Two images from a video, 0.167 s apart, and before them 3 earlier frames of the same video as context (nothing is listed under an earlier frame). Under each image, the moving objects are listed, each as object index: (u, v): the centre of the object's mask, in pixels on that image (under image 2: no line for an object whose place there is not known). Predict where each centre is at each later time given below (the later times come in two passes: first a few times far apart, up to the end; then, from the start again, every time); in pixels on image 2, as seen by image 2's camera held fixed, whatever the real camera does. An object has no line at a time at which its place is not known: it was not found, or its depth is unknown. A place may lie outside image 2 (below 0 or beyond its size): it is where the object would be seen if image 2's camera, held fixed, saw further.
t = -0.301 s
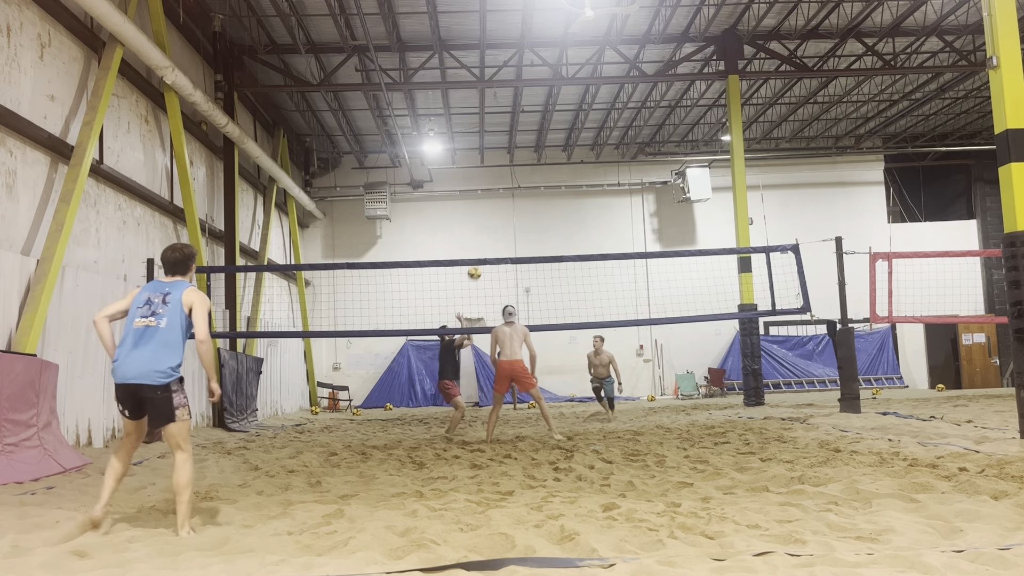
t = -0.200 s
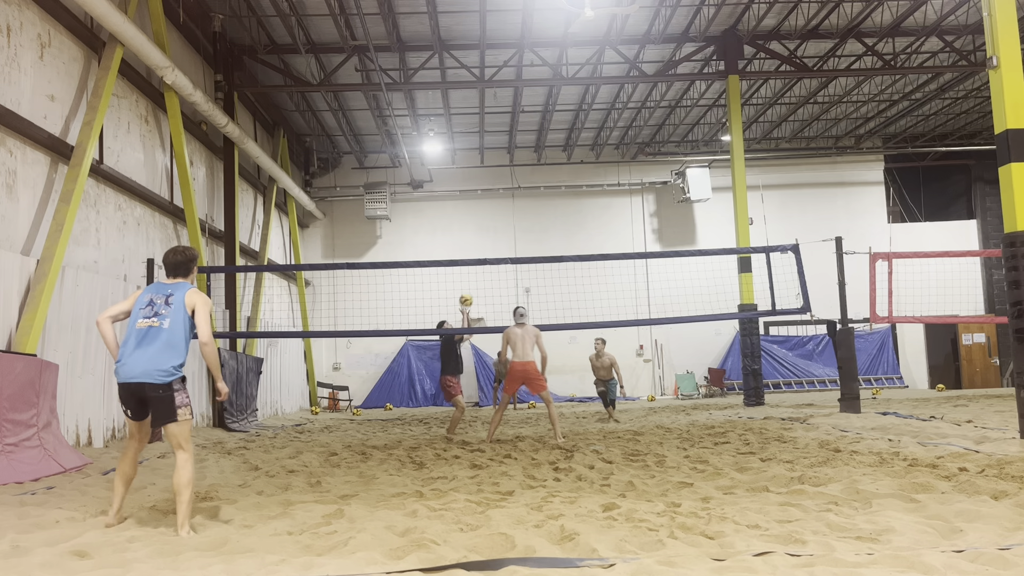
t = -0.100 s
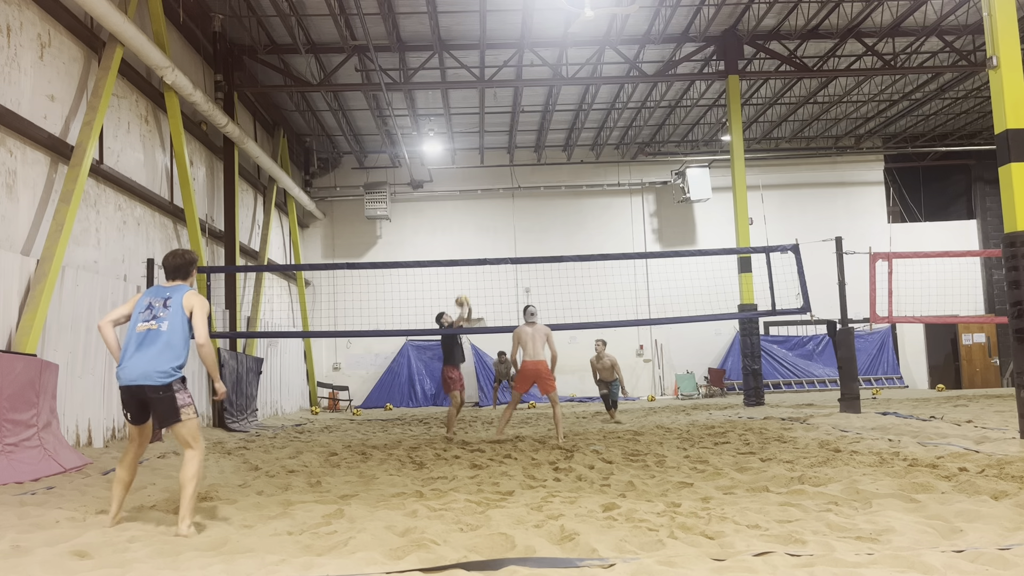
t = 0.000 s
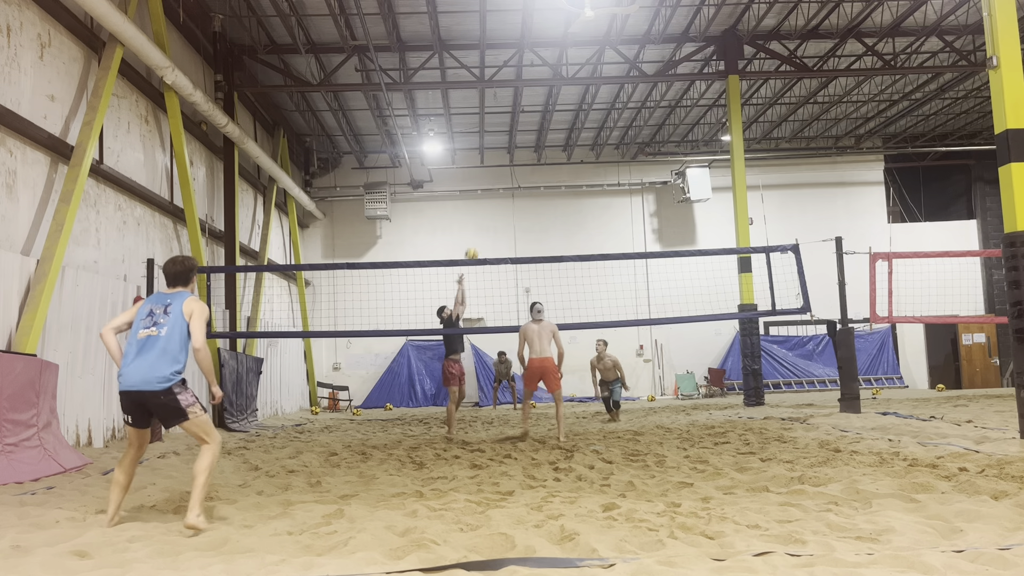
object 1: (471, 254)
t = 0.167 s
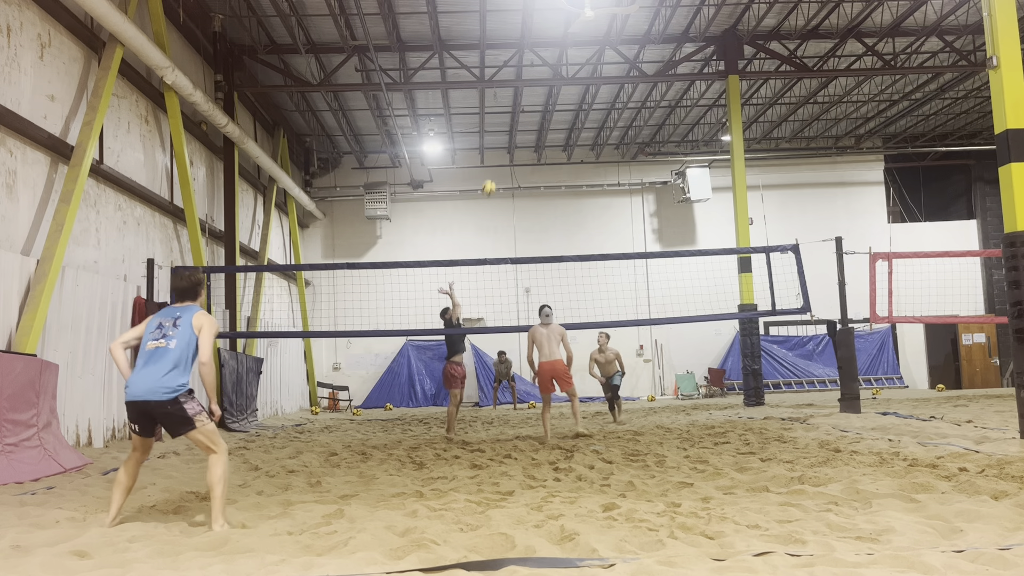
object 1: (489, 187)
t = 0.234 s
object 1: (495, 167)
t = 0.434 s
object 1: (515, 123)
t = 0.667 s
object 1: (539, 104)
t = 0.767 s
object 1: (550, 107)
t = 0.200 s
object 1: (492, 177)
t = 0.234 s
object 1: (495, 167)
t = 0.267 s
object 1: (499, 158)
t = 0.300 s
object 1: (502, 149)
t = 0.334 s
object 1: (505, 142)
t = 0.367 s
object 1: (509, 135)
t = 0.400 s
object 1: (512, 129)
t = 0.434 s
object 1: (515, 123)
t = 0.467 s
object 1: (518, 119)
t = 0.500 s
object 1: (522, 114)
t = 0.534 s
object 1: (526, 111)
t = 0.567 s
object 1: (529, 108)
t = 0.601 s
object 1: (532, 106)
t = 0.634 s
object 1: (536, 105)
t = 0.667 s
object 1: (539, 104)
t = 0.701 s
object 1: (543, 104)
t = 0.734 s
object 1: (546, 105)
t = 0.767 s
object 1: (550, 107)
